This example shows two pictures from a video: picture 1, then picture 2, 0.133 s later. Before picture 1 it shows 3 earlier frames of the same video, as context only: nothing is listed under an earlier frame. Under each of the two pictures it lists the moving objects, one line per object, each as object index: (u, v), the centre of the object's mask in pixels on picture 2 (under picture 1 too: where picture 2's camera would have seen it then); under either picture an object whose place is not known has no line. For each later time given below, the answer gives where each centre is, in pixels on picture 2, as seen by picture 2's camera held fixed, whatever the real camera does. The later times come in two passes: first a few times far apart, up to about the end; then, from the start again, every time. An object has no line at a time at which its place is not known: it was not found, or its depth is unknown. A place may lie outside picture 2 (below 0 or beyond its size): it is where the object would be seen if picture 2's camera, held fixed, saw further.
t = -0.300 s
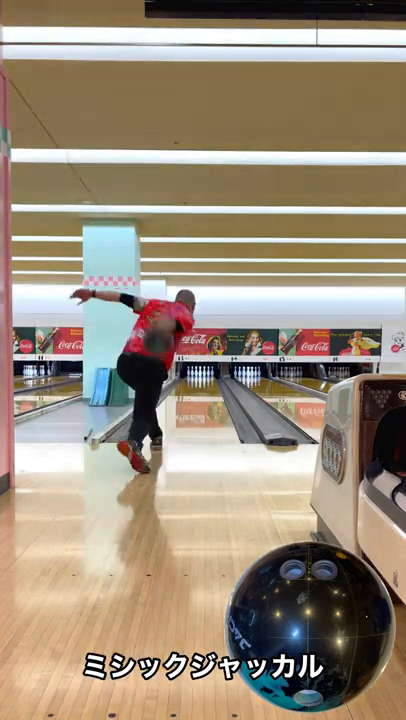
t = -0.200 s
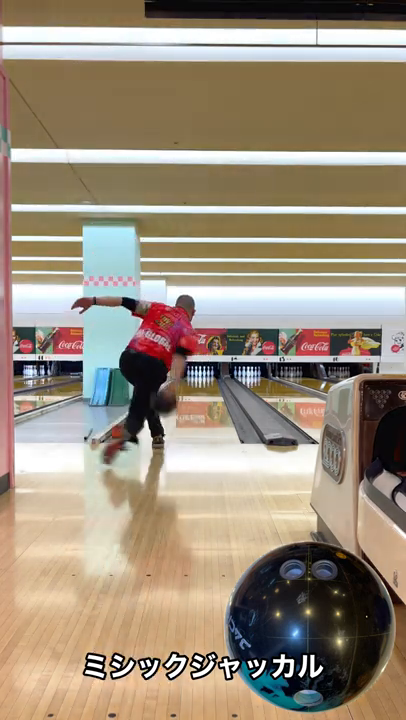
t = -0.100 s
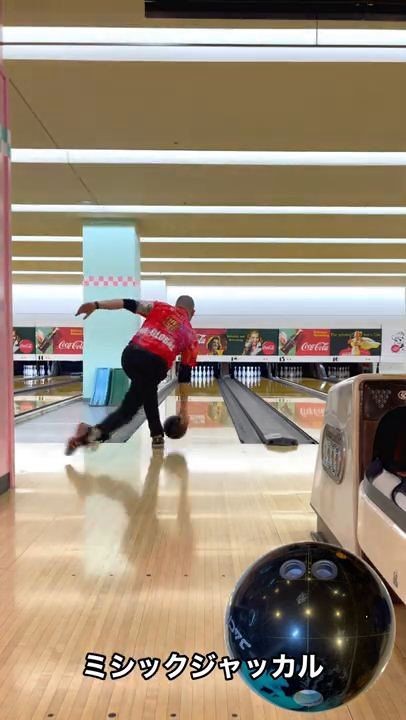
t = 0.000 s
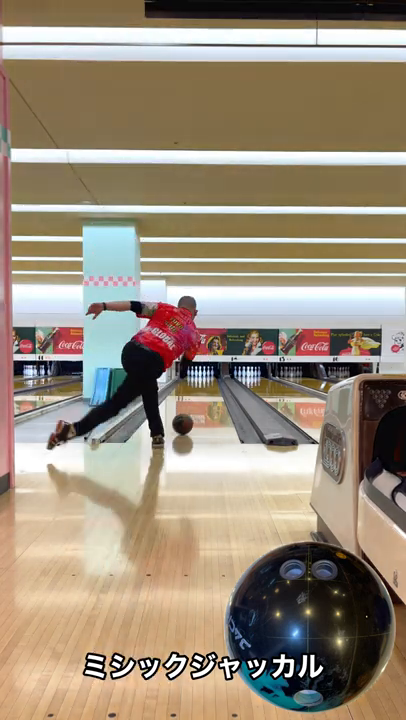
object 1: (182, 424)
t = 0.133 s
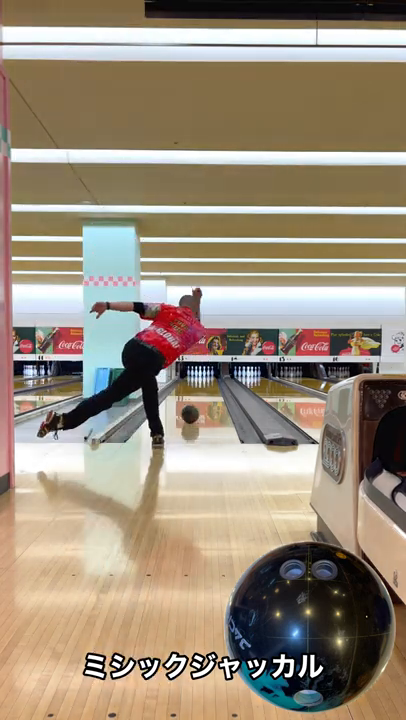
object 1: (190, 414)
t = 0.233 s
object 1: (194, 409)
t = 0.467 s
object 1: (201, 399)
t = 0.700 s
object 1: (205, 393)
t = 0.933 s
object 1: (209, 387)
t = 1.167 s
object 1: (210, 384)
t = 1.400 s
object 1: (211, 381)
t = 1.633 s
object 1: (211, 378)
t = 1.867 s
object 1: (211, 376)
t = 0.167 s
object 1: (191, 412)
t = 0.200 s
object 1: (193, 411)
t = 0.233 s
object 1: (194, 409)
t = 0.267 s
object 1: (195, 407)
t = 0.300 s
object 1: (196, 405)
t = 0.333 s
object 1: (197, 404)
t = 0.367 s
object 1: (199, 403)
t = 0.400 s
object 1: (199, 402)
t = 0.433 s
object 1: (200, 400)
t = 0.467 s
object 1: (201, 399)
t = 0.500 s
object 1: (202, 398)
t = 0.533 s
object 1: (202, 397)
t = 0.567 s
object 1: (204, 396)
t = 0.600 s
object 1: (204, 394)
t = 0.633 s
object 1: (204, 394)
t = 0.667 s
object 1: (205, 394)
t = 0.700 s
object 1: (205, 393)
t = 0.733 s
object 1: (206, 392)
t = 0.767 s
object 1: (206, 391)
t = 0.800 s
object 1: (207, 390)
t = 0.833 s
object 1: (207, 390)
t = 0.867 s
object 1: (208, 389)
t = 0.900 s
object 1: (209, 388)
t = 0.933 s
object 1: (209, 387)
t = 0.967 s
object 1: (209, 387)
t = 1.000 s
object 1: (209, 387)
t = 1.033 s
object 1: (209, 386)
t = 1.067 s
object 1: (210, 386)
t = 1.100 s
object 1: (210, 385)
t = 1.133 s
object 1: (210, 384)
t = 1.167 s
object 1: (210, 384)
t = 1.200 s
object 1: (211, 384)
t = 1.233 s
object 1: (211, 383)
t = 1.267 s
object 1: (211, 382)
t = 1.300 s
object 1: (211, 382)
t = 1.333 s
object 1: (211, 382)
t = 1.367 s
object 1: (212, 382)
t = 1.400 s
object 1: (211, 381)
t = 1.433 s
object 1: (211, 380)
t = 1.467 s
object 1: (212, 380)
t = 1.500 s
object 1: (211, 380)
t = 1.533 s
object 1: (212, 379)
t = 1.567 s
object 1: (212, 379)
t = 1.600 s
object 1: (211, 378)
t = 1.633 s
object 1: (211, 378)
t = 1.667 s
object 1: (212, 378)
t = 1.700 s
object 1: (212, 378)
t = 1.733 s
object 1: (211, 378)
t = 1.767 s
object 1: (210, 377)
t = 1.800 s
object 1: (211, 377)
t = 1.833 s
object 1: (210, 377)
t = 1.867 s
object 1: (211, 376)
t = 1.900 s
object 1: (211, 376)
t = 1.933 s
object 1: (210, 376)
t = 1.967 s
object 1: (208, 375)
